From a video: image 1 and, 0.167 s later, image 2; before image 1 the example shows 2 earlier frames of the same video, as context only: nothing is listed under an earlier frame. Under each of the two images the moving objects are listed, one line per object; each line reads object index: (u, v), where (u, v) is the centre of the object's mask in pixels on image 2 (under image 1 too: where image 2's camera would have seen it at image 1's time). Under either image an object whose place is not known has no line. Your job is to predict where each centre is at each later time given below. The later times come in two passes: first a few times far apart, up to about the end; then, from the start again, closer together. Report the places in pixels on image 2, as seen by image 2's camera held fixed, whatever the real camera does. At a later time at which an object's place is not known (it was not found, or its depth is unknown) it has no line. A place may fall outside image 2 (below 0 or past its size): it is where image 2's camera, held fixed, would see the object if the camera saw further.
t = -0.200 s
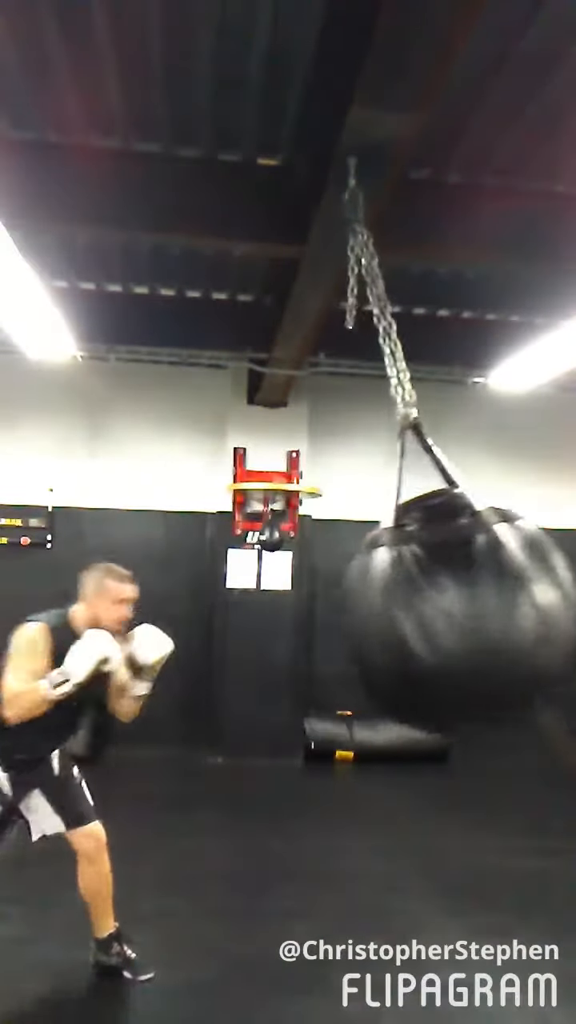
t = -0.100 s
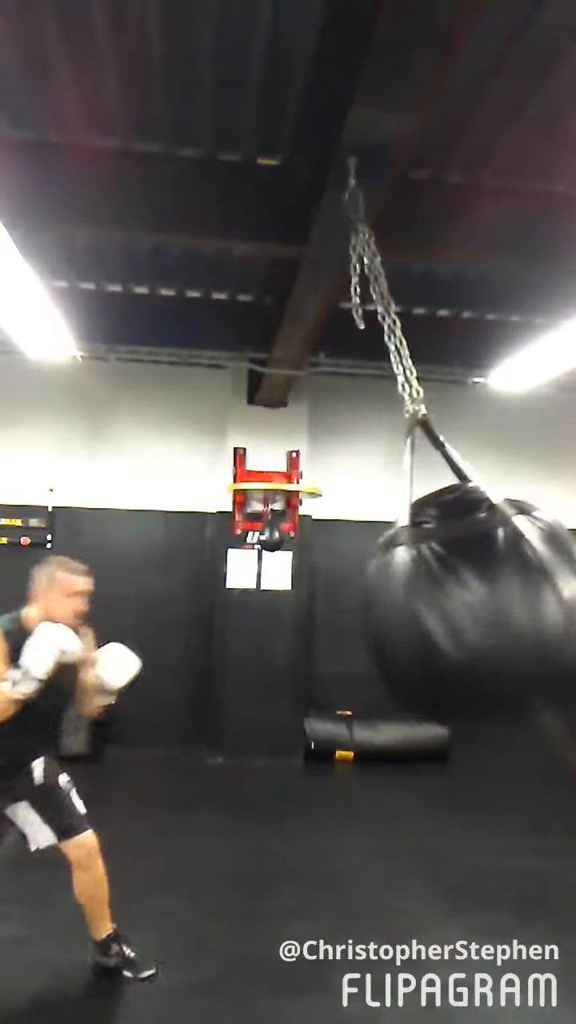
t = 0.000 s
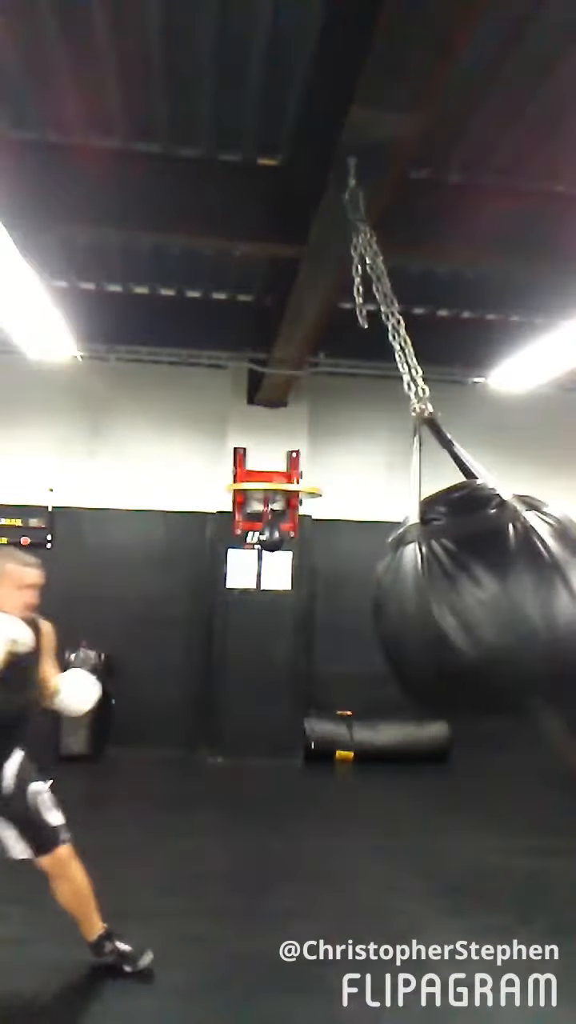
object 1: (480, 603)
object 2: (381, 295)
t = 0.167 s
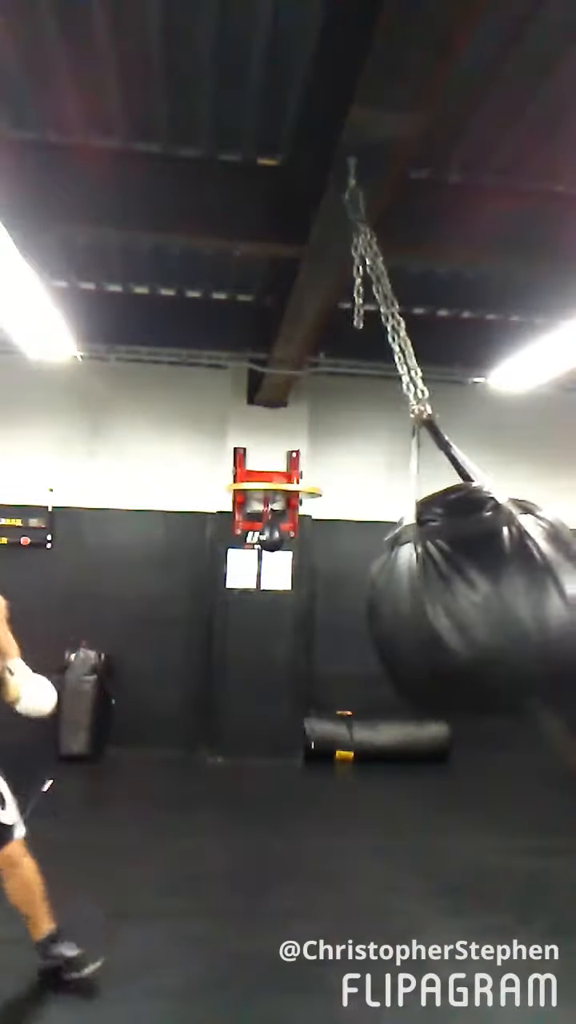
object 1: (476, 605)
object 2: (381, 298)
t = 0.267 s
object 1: (462, 610)
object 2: (376, 299)
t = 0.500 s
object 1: (390, 623)
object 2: (359, 303)
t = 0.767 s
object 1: (290, 615)
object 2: (334, 305)
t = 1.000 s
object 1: (226, 601)
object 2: (318, 301)
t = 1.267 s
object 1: (208, 596)
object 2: (315, 298)
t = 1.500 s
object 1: (244, 608)
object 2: (323, 301)
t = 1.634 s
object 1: (284, 617)
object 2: (334, 306)
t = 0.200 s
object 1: (473, 607)
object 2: (380, 299)
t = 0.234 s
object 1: (469, 608)
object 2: (378, 299)
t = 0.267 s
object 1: (462, 610)
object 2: (376, 299)
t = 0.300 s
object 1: (456, 613)
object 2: (373, 300)
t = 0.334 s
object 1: (446, 616)
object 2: (371, 300)
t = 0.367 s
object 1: (436, 618)
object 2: (369, 301)
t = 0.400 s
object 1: (426, 619)
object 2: (367, 301)
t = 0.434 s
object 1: (414, 621)
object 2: (365, 303)
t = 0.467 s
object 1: (402, 623)
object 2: (362, 303)
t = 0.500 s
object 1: (390, 623)
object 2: (359, 303)
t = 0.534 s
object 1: (378, 624)
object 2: (357, 306)
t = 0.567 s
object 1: (364, 625)
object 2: (353, 305)
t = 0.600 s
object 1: (351, 624)
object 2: (349, 306)
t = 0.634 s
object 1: (337, 622)
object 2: (346, 305)
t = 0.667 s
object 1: (323, 622)
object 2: (343, 304)
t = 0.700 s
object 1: (311, 620)
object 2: (340, 306)
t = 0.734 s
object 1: (301, 617)
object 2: (337, 305)
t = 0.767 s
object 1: (290, 615)
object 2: (334, 305)
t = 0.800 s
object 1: (278, 613)
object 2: (332, 304)
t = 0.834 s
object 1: (267, 611)
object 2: (330, 305)
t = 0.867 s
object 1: (257, 609)
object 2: (327, 305)
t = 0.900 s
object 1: (248, 607)
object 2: (324, 305)
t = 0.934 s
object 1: (239, 604)
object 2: (322, 303)
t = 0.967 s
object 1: (232, 603)
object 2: (320, 301)
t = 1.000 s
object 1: (226, 601)
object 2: (318, 301)
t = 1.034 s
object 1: (221, 599)
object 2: (317, 299)
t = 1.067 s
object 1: (216, 598)
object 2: (316, 299)
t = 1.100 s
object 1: (212, 597)
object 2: (316, 297)
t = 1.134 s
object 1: (209, 596)
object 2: (315, 299)
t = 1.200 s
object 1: (207, 595)
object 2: (315, 298)
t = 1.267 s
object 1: (208, 596)
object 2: (315, 298)
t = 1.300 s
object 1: (210, 596)
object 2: (316, 297)
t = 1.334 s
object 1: (213, 597)
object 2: (316, 298)
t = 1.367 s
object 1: (218, 599)
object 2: (317, 297)
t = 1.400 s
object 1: (223, 601)
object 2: (318, 298)
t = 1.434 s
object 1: (229, 603)
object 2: (319, 300)
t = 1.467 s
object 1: (236, 605)
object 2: (321, 300)
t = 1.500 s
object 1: (244, 608)
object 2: (323, 301)
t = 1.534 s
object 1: (252, 610)
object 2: (325, 303)
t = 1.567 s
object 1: (262, 613)
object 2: (328, 304)
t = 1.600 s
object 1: (273, 614)
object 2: (331, 305)
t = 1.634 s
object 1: (284, 617)
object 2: (334, 306)
